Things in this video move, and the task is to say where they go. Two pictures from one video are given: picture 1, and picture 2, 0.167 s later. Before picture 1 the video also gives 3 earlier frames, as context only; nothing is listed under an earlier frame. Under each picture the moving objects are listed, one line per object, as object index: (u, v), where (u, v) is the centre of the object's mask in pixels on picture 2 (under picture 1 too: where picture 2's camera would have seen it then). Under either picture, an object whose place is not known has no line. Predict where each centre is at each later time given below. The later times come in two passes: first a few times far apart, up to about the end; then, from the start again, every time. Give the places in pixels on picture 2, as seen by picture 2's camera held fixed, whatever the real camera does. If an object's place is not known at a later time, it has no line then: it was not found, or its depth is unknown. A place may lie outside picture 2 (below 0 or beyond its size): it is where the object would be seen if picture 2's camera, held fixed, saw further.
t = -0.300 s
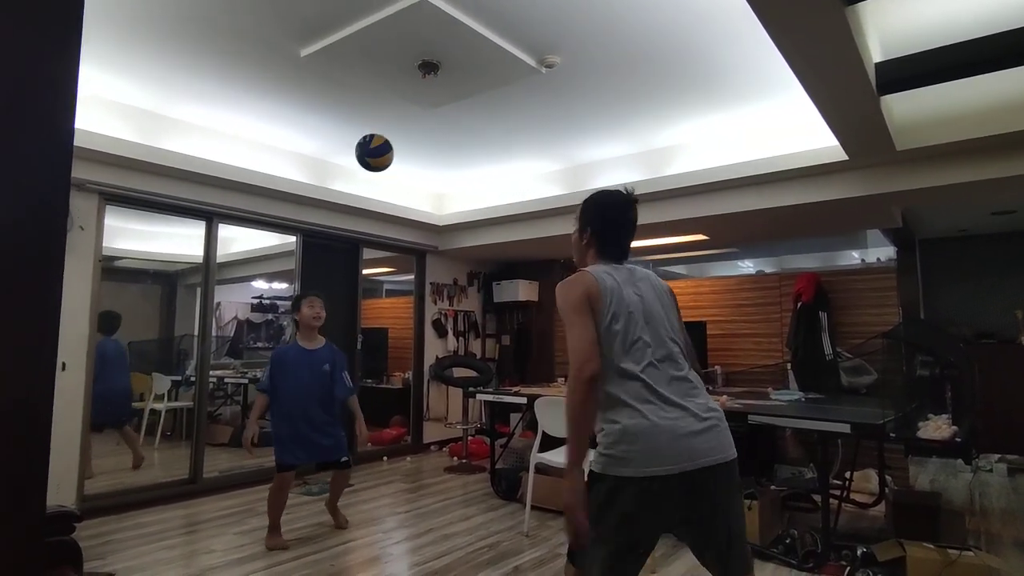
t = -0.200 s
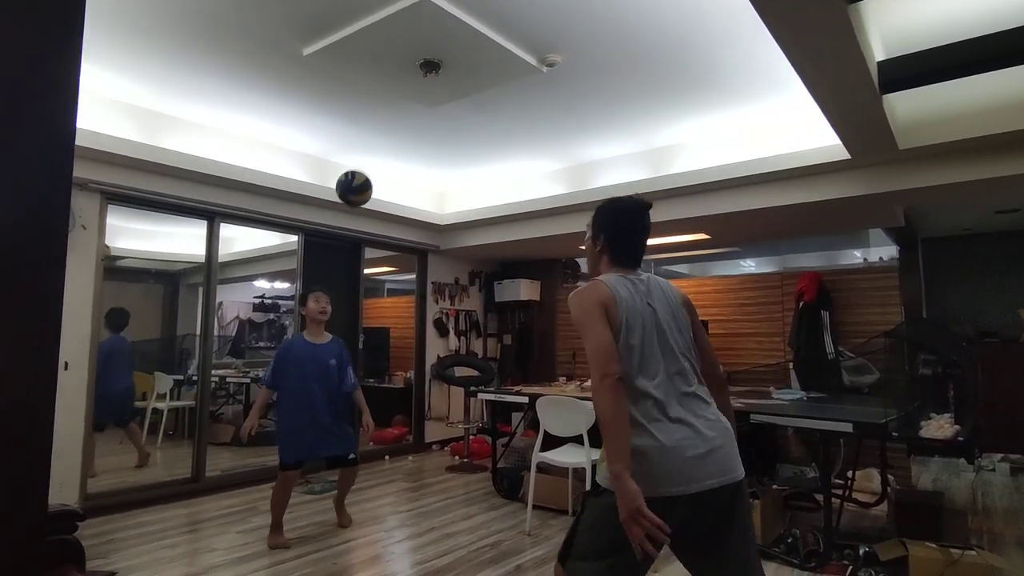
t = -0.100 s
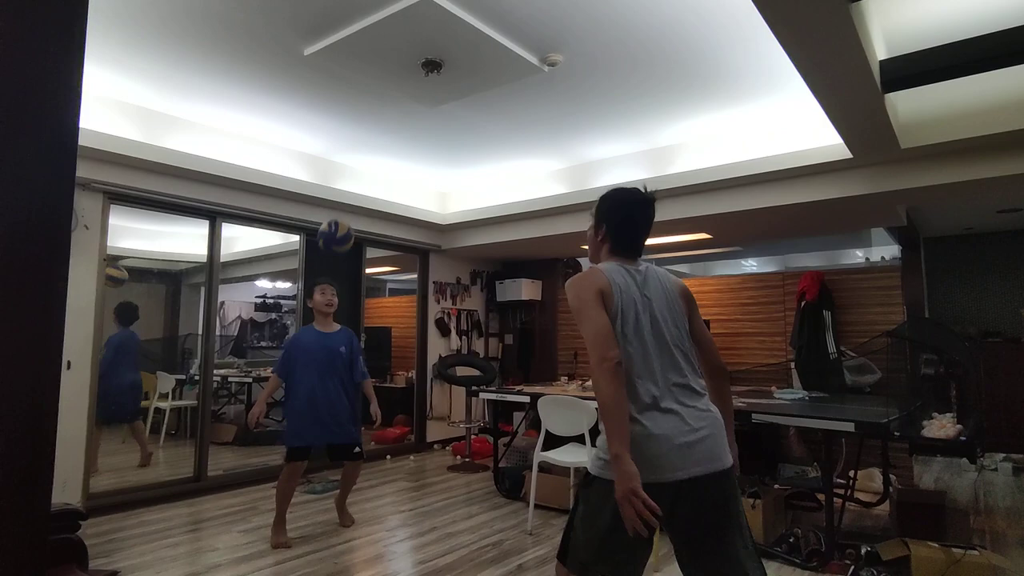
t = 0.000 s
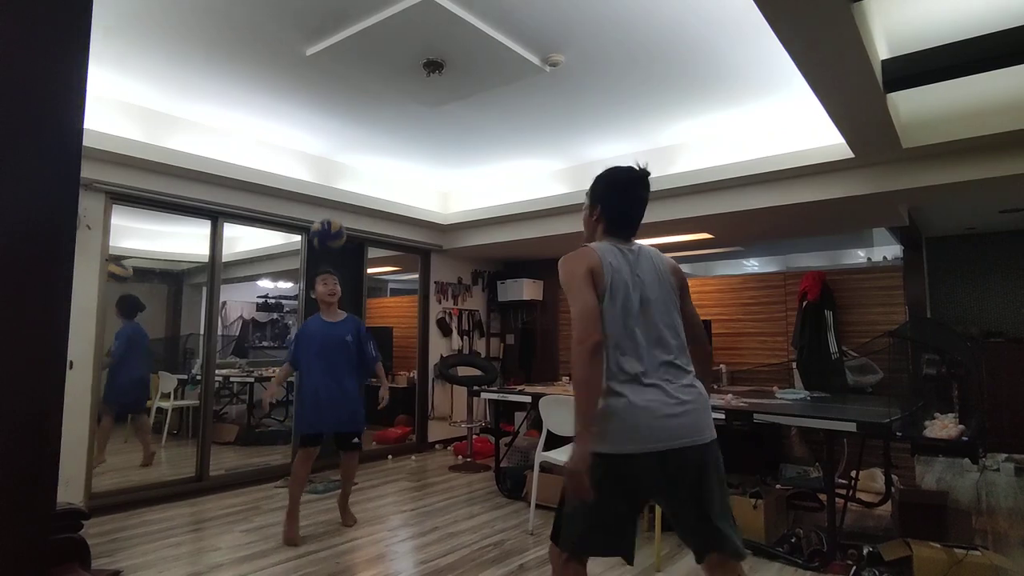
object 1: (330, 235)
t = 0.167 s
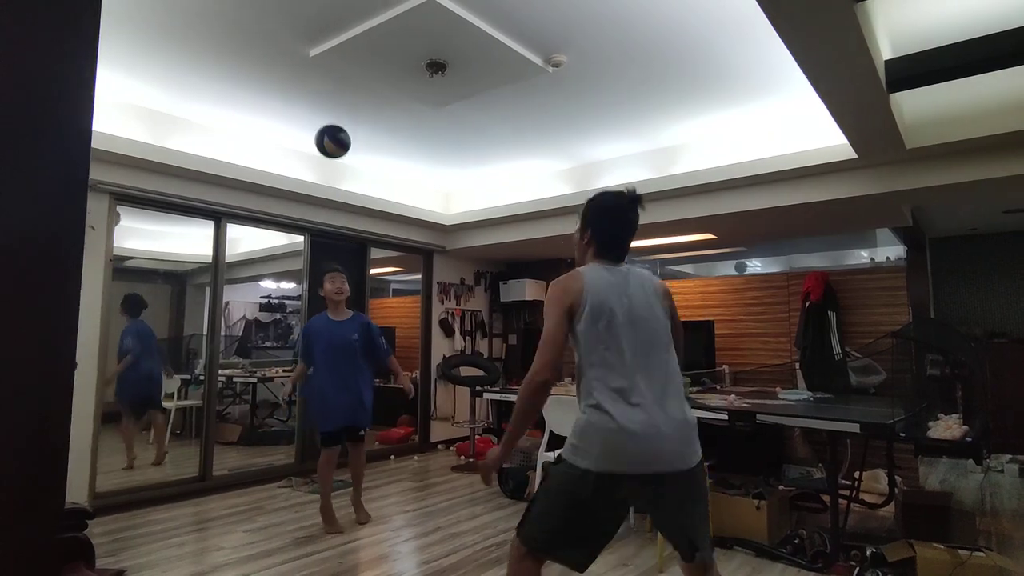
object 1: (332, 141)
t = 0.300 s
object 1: (334, 93)
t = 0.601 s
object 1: (337, 105)
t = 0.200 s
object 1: (333, 127)
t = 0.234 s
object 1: (333, 114)
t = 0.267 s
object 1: (334, 103)
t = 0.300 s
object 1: (334, 93)
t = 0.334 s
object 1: (334, 85)
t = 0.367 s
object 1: (333, 79)
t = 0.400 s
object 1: (333, 75)
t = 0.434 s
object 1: (334, 75)
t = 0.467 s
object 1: (334, 77)
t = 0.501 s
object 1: (335, 81)
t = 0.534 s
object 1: (336, 87)
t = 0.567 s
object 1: (337, 95)
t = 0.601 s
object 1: (337, 105)
